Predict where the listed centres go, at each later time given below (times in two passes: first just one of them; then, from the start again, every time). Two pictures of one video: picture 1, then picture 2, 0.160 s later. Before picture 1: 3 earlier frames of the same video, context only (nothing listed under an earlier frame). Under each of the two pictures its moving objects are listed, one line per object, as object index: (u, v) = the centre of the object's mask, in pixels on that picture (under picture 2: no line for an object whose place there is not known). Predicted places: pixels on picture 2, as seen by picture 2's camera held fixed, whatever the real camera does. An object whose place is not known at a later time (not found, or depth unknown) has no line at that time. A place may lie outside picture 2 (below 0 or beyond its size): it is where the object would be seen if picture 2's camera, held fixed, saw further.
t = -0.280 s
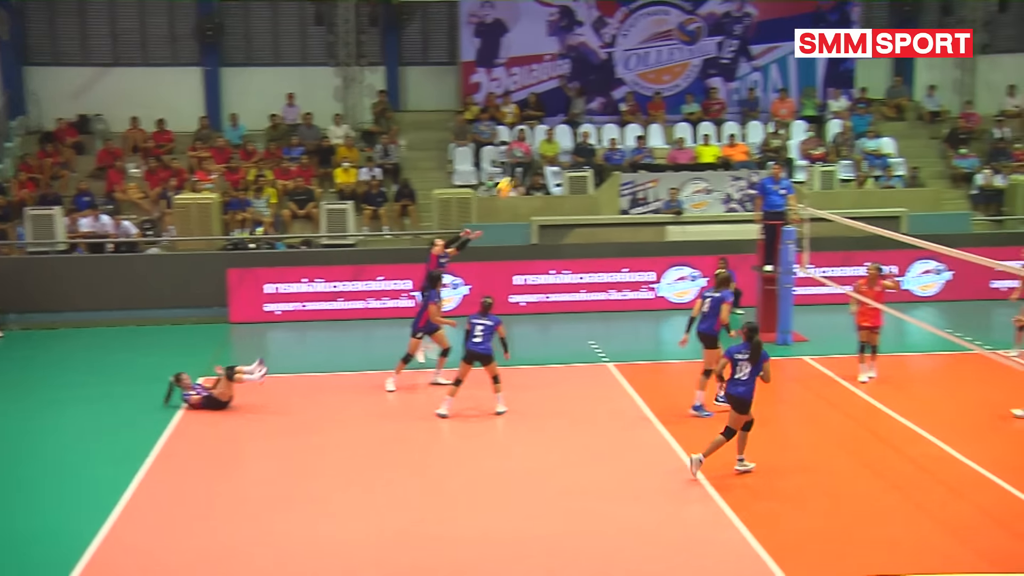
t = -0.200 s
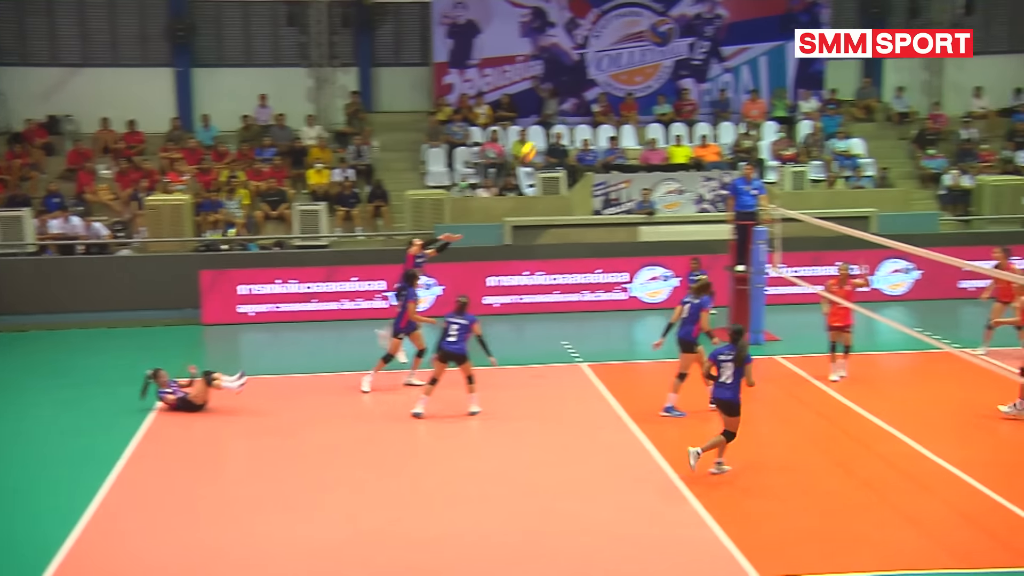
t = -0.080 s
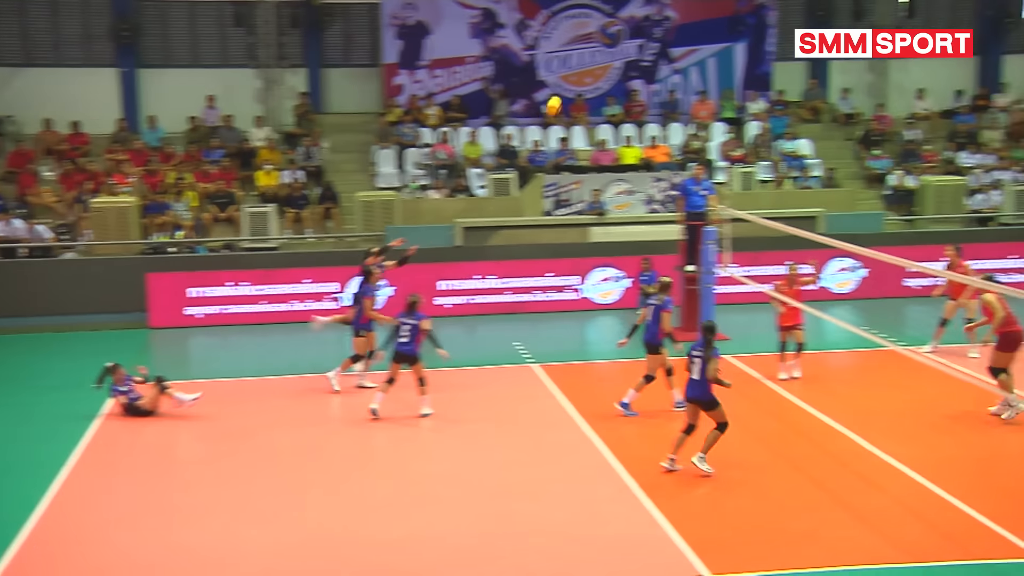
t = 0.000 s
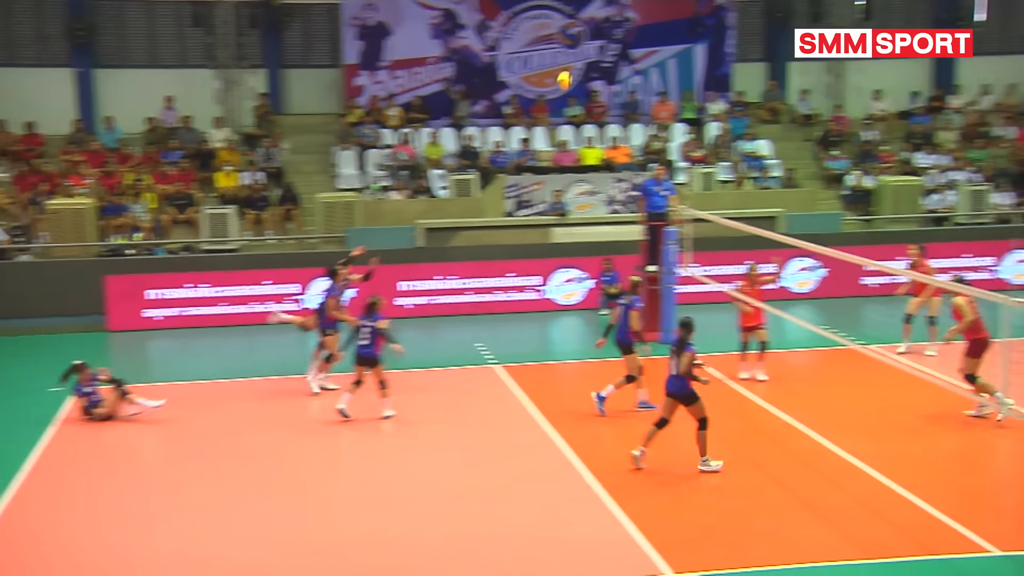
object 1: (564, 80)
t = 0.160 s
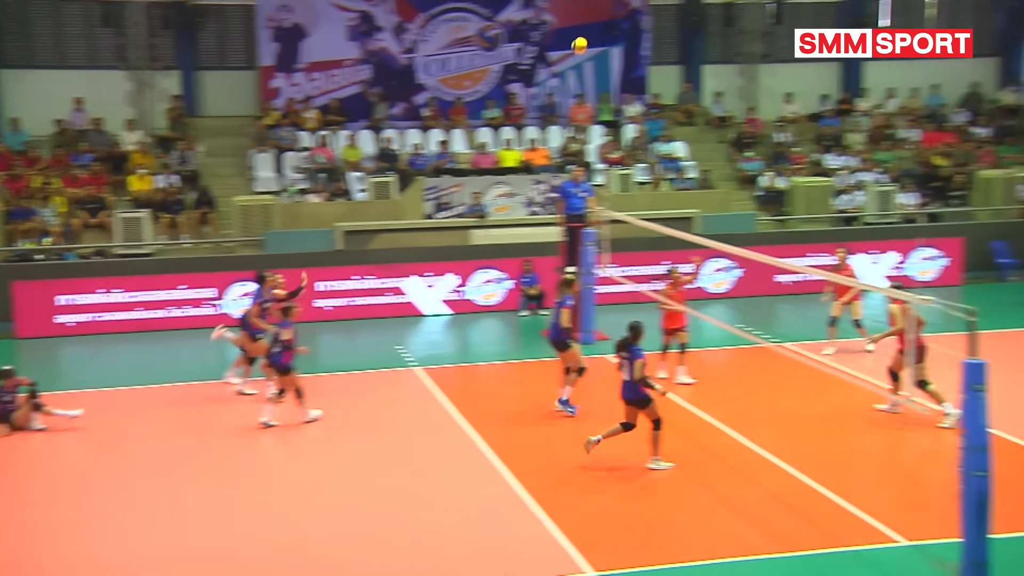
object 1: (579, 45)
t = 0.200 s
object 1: (604, 39)
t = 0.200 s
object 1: (604, 39)
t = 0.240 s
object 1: (625, 35)
